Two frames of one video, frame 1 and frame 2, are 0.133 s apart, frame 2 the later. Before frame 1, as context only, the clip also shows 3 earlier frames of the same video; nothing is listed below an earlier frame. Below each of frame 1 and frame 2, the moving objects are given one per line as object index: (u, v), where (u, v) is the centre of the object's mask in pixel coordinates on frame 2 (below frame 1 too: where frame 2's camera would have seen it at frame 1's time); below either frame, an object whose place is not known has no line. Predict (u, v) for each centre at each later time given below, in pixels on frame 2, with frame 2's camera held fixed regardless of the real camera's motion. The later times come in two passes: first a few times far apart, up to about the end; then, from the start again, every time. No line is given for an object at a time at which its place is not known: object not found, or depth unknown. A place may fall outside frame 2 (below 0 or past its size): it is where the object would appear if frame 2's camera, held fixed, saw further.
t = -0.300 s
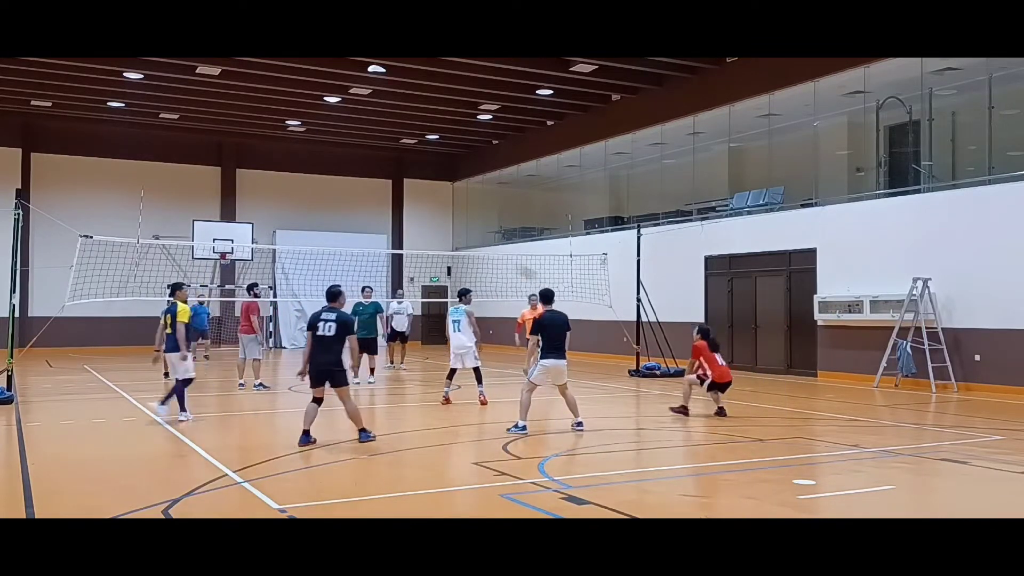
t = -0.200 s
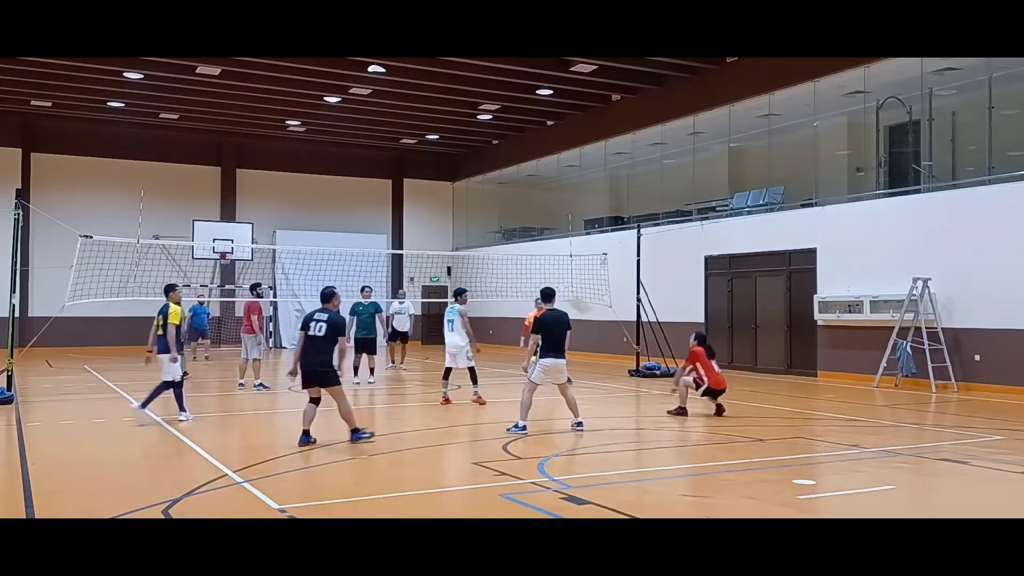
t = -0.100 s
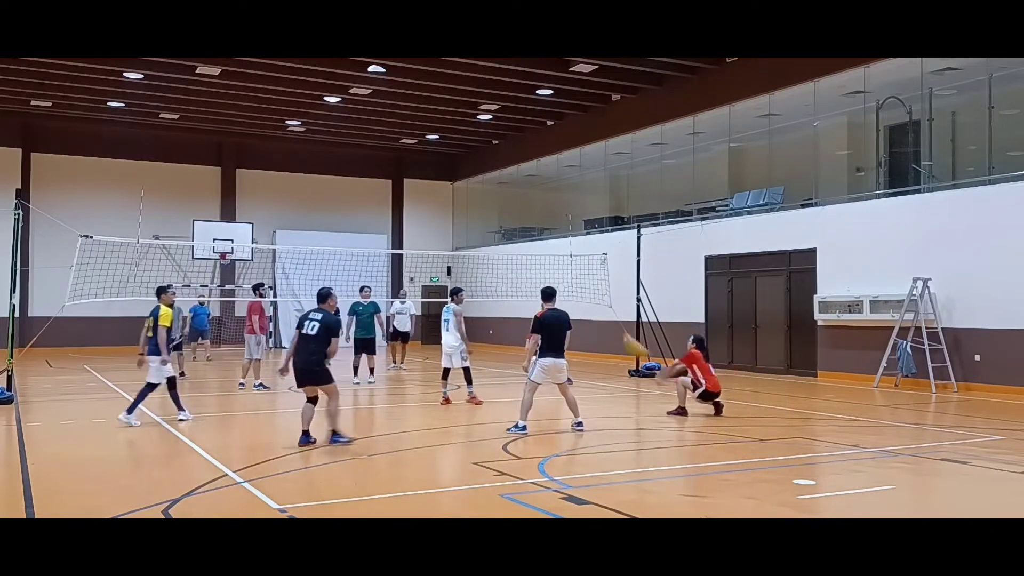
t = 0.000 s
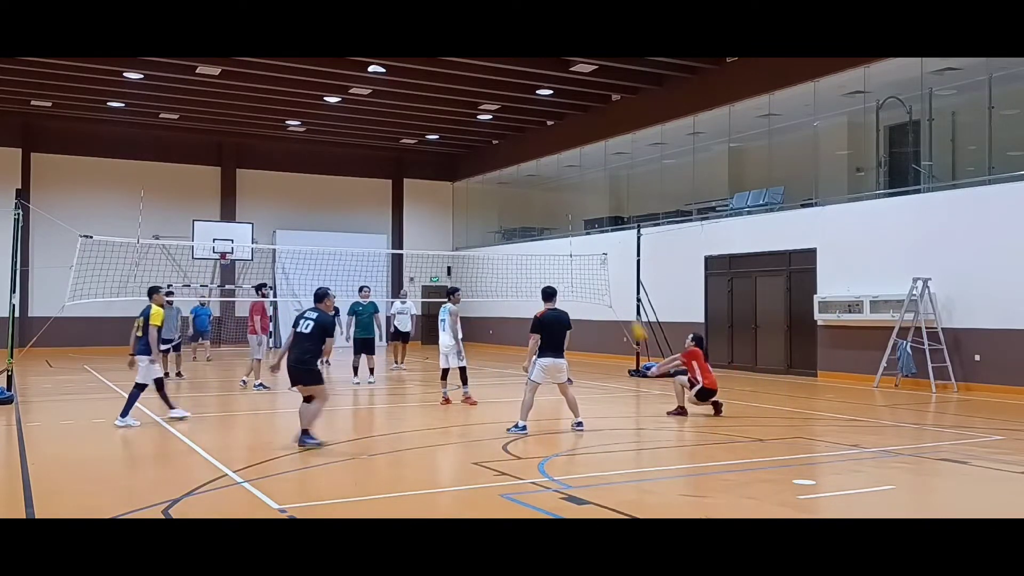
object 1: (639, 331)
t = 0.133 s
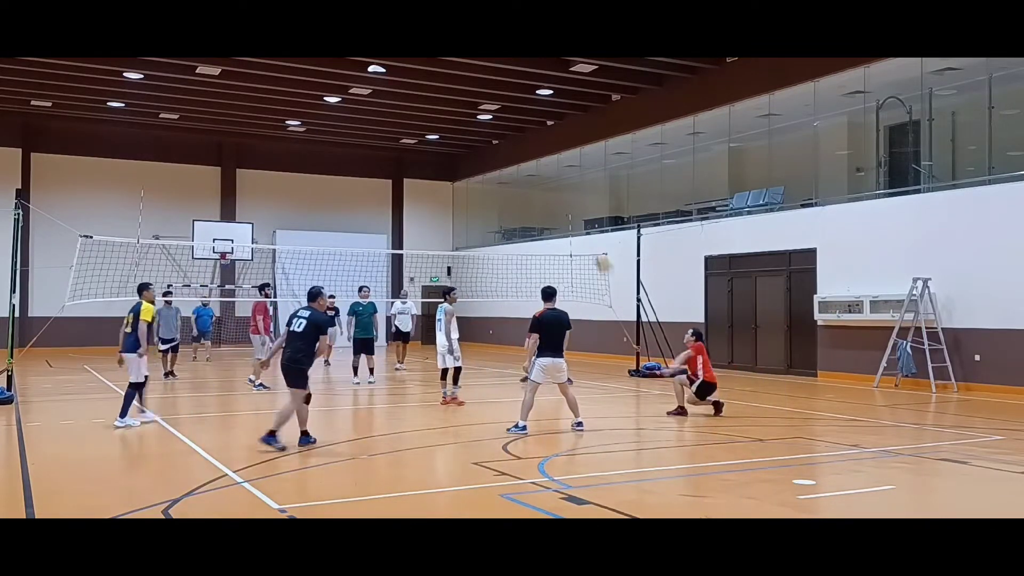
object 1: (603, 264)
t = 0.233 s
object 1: (577, 221)
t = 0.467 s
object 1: (516, 154)
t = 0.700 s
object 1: (454, 125)
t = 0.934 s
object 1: (391, 136)
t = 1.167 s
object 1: (325, 188)
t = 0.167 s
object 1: (593, 248)
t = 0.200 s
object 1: (583, 233)
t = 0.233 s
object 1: (577, 221)
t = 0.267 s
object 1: (568, 210)
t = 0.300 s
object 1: (559, 200)
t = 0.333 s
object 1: (550, 188)
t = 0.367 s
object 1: (542, 179)
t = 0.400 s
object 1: (534, 168)
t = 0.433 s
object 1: (524, 161)
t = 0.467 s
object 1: (516, 154)
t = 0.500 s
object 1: (507, 147)
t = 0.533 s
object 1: (498, 142)
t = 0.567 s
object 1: (489, 137)
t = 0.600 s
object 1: (481, 132)
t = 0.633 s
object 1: (472, 129)
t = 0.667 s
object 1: (463, 126)
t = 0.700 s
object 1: (454, 125)
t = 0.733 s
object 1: (445, 124)
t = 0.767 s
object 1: (436, 124)
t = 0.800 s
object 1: (428, 125)
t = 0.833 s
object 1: (418, 126)
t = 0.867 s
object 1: (409, 129)
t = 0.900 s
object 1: (400, 132)
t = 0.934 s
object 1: (391, 136)
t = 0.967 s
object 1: (382, 141)
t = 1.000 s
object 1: (372, 148)
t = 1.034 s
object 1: (363, 154)
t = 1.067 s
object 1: (355, 162)
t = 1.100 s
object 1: (346, 169)
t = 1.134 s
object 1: (337, 178)
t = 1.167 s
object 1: (325, 188)
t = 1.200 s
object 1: (316, 199)
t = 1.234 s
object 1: (308, 213)
